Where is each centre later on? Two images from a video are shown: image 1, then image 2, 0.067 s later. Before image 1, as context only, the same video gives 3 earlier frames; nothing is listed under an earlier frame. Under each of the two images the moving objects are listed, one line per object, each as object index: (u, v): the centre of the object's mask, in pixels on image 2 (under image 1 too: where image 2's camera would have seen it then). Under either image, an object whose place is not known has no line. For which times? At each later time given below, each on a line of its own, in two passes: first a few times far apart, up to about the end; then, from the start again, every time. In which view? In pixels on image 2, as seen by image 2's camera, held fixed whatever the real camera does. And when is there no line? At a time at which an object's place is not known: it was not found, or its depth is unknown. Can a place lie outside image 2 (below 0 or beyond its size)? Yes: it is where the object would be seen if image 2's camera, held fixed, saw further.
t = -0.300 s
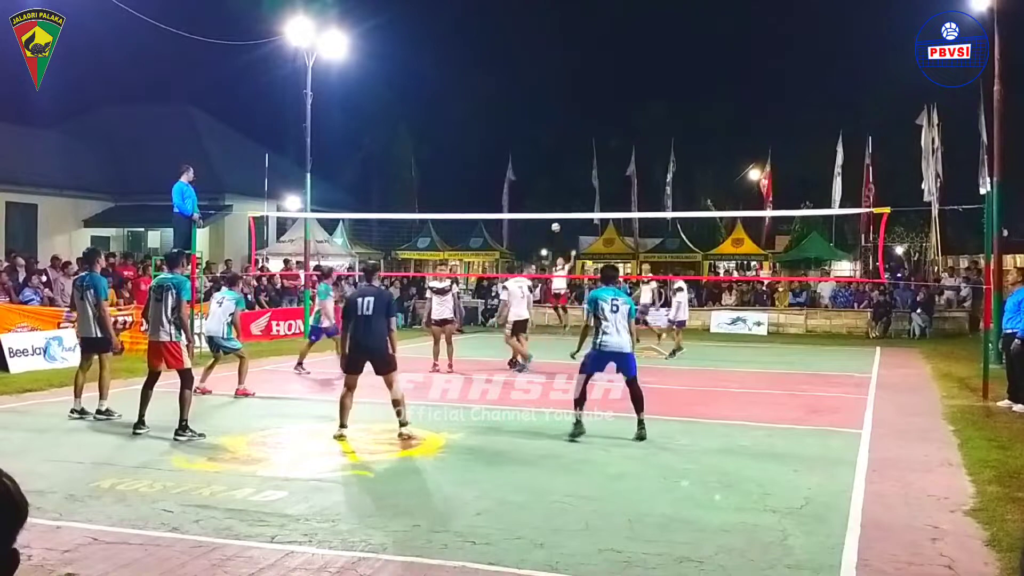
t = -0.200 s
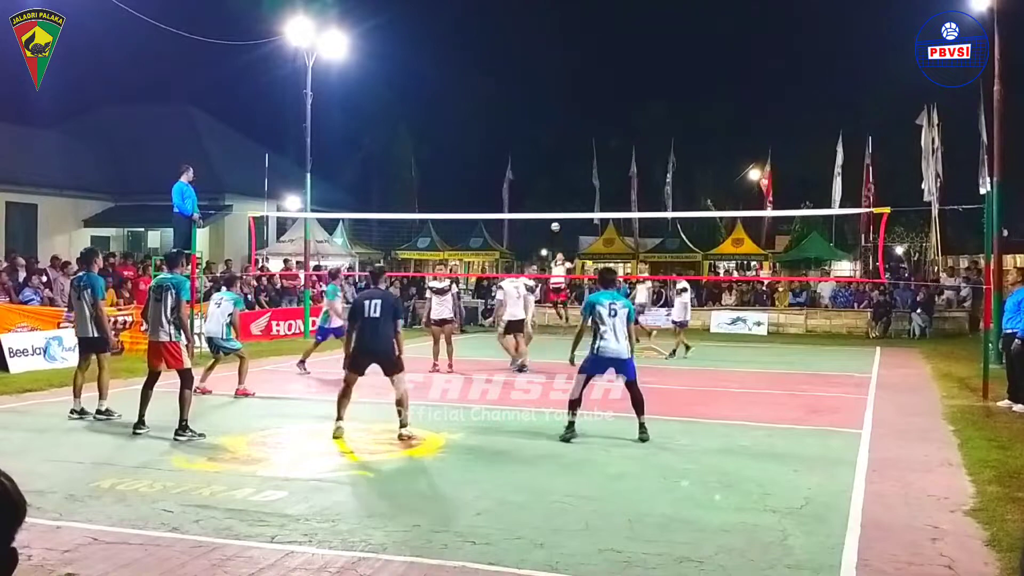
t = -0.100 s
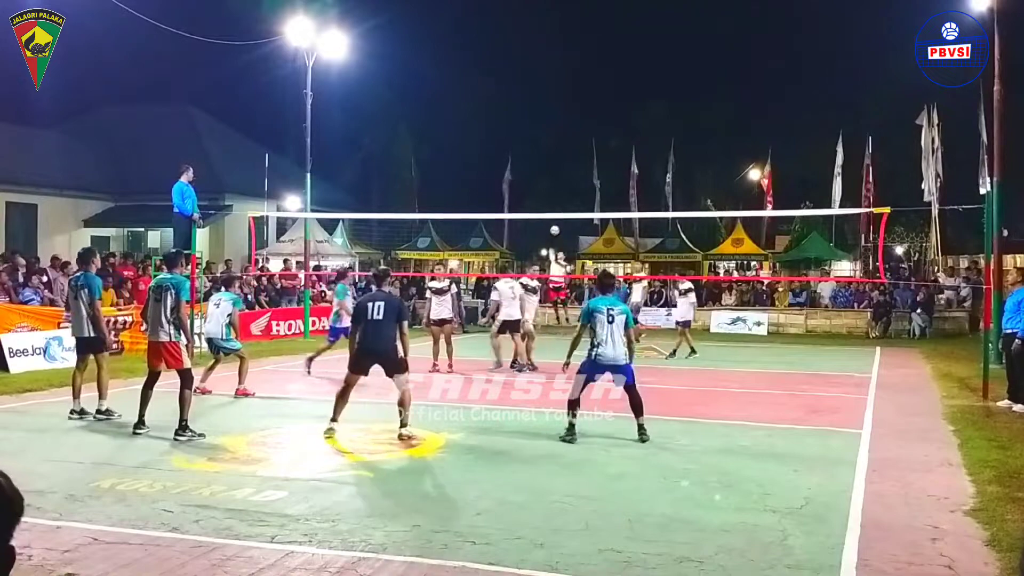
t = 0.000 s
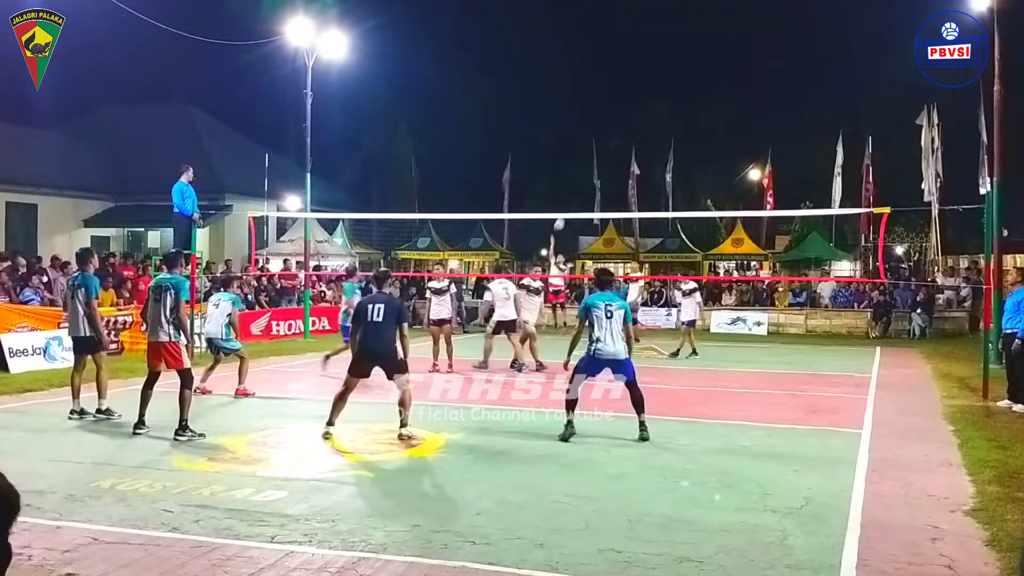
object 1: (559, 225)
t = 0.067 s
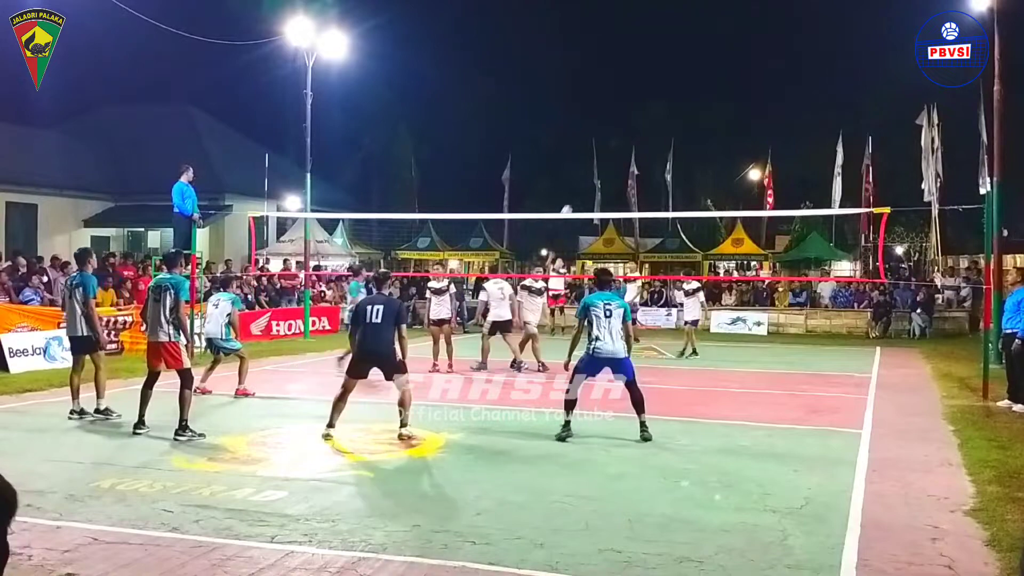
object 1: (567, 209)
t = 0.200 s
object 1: (582, 187)
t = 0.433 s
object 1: (614, 155)
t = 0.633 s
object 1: (653, 152)
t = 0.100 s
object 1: (570, 205)
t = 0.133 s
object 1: (574, 199)
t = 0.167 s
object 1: (578, 193)
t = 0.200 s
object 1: (582, 187)
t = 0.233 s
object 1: (586, 182)
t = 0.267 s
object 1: (590, 177)
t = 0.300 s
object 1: (594, 171)
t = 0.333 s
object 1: (599, 166)
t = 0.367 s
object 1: (603, 162)
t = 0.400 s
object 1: (608, 158)
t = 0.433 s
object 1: (614, 155)
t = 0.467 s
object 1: (620, 152)
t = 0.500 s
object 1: (626, 151)
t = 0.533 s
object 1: (632, 150)
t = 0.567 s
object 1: (639, 150)
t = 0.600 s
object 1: (646, 151)
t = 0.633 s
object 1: (653, 152)
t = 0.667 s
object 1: (661, 155)
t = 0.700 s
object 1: (669, 157)
